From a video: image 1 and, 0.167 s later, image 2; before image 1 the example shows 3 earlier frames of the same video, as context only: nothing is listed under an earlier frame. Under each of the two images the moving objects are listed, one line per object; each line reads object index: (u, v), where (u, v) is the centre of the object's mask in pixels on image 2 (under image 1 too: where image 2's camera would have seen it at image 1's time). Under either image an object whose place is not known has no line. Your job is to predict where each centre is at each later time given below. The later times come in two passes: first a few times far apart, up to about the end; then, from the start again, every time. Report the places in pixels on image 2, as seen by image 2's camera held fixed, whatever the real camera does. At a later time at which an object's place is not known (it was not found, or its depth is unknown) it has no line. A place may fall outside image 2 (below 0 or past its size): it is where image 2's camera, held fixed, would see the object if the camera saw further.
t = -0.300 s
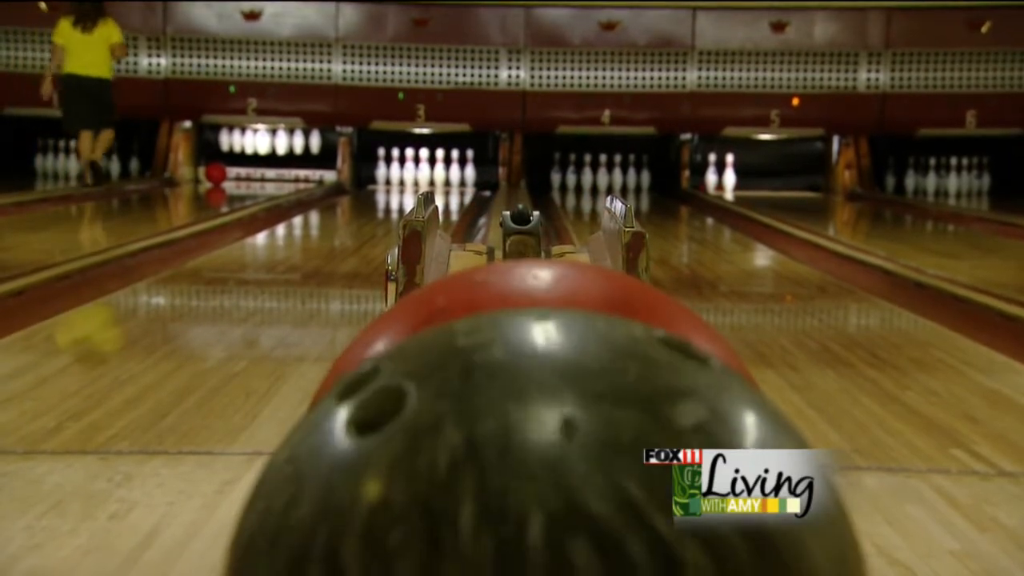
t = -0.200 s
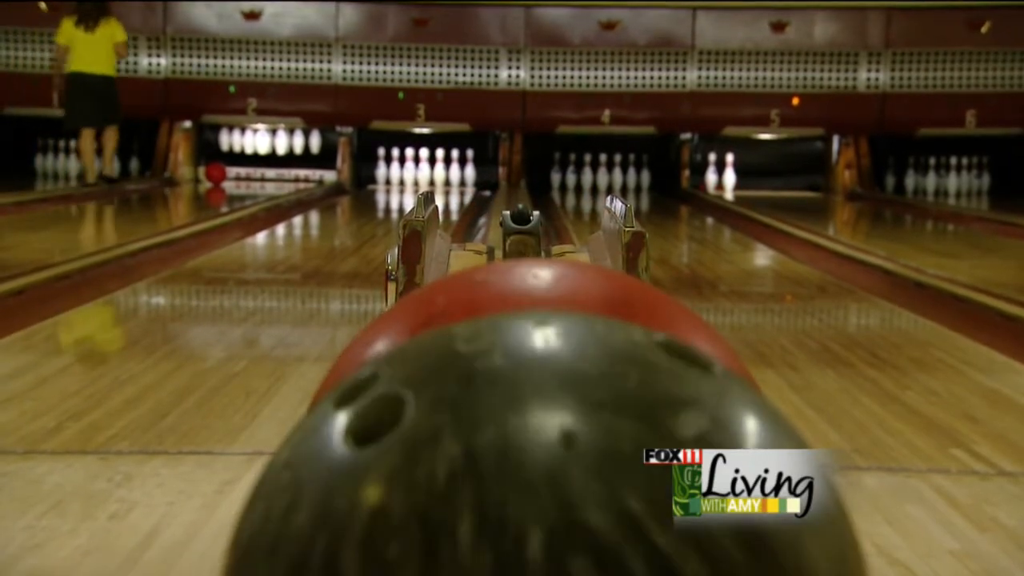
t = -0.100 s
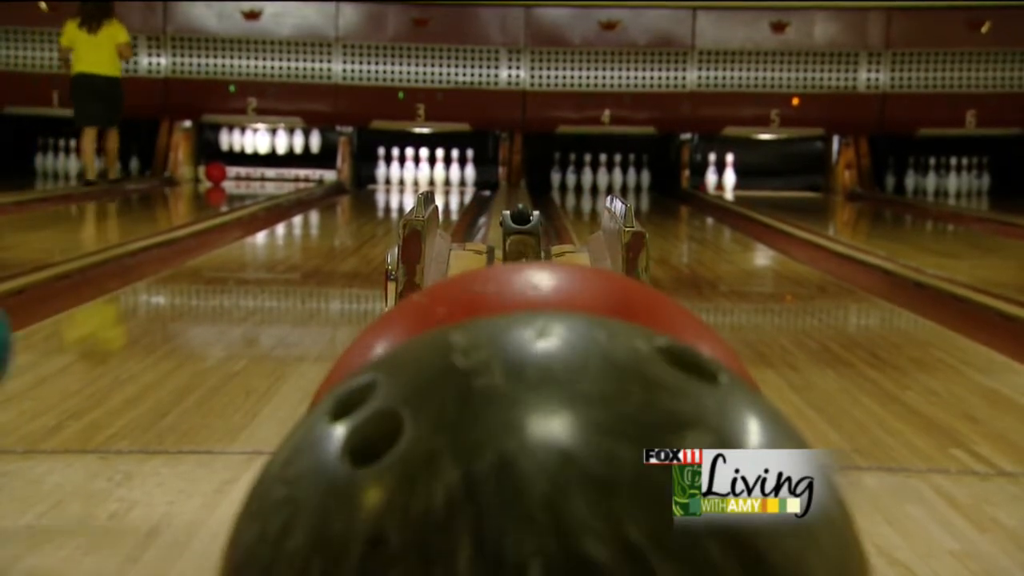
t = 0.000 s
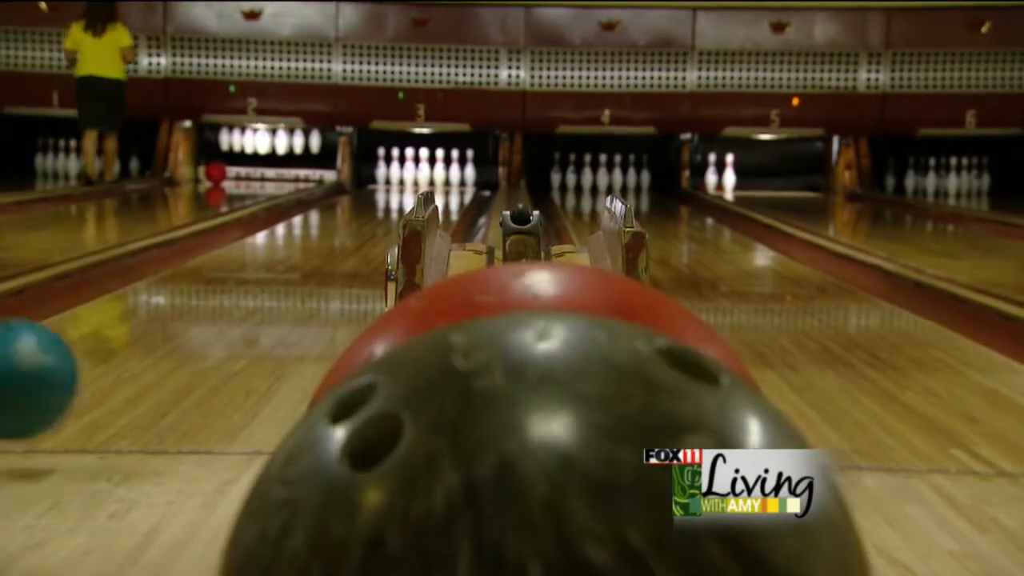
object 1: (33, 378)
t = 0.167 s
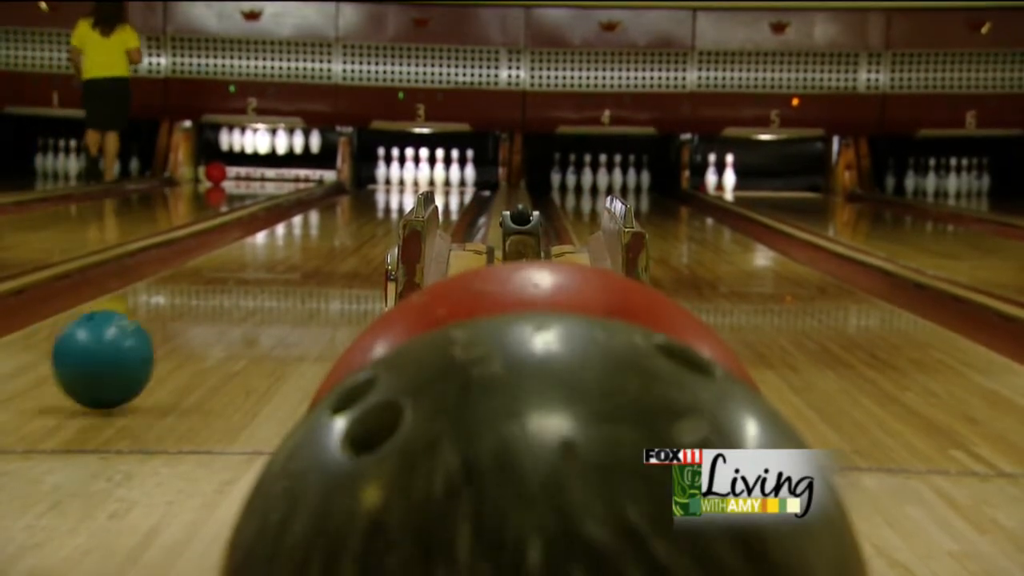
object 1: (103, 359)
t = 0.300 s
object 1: (152, 332)
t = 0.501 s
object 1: (201, 300)
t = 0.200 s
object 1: (116, 354)
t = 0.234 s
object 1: (129, 347)
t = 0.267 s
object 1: (141, 339)
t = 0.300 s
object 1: (152, 332)
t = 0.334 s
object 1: (162, 325)
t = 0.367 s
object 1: (171, 319)
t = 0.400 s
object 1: (179, 314)
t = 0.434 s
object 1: (187, 309)
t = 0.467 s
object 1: (195, 304)
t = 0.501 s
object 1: (201, 300)
